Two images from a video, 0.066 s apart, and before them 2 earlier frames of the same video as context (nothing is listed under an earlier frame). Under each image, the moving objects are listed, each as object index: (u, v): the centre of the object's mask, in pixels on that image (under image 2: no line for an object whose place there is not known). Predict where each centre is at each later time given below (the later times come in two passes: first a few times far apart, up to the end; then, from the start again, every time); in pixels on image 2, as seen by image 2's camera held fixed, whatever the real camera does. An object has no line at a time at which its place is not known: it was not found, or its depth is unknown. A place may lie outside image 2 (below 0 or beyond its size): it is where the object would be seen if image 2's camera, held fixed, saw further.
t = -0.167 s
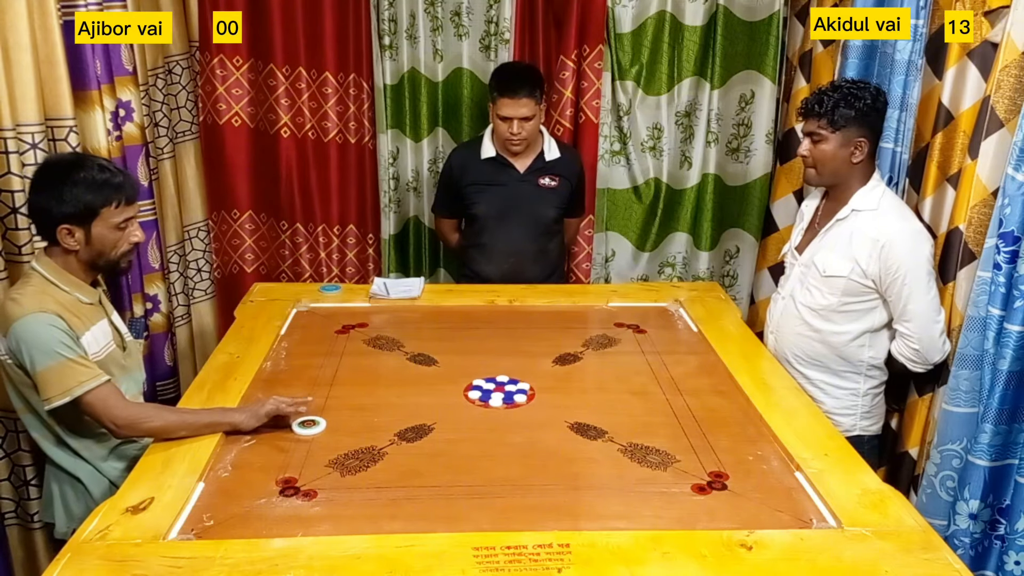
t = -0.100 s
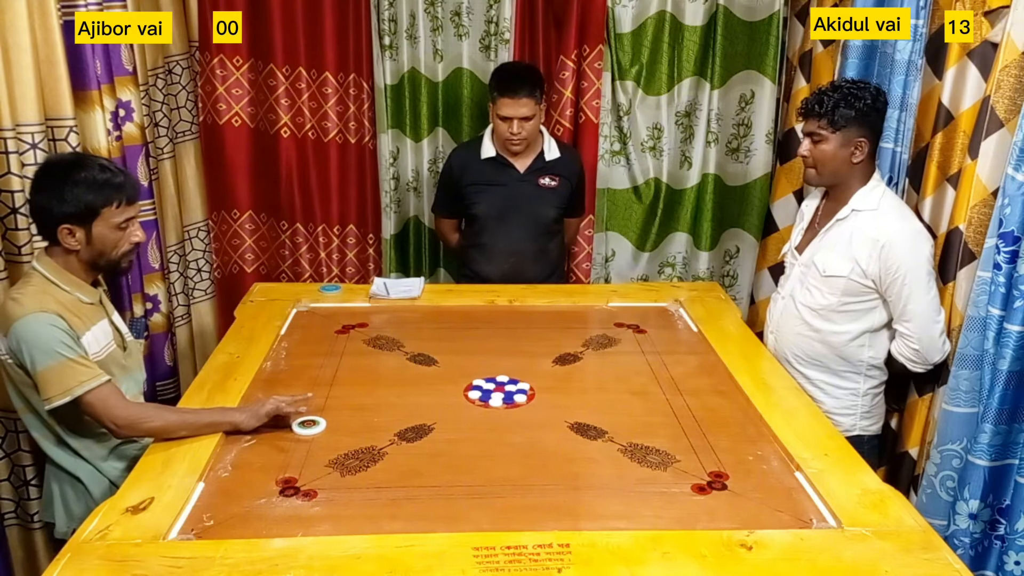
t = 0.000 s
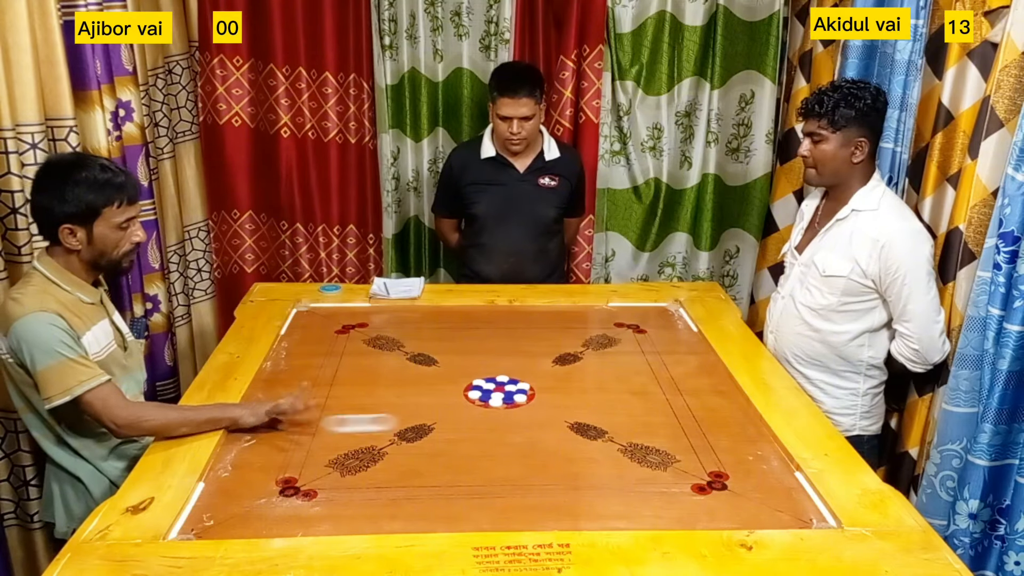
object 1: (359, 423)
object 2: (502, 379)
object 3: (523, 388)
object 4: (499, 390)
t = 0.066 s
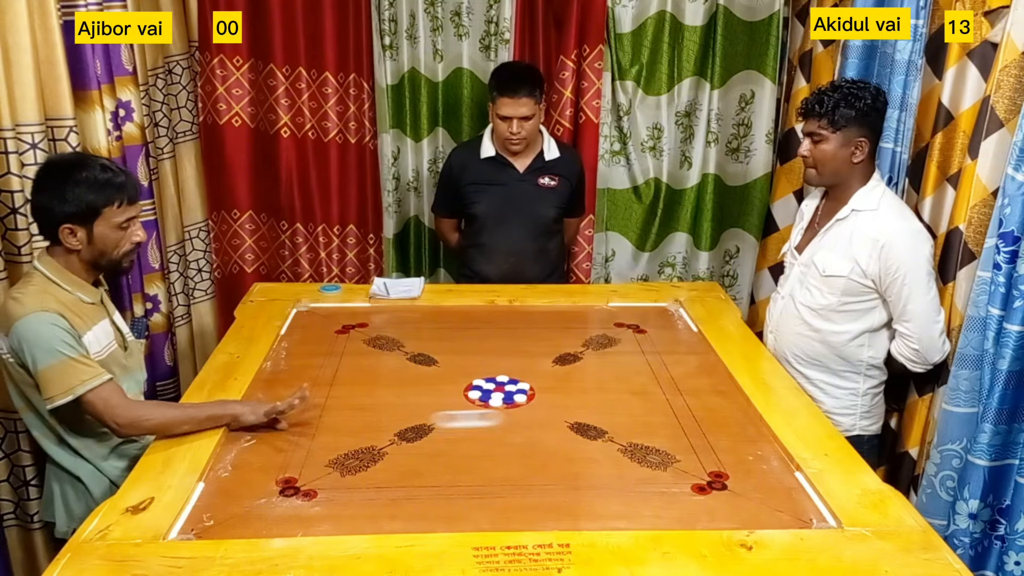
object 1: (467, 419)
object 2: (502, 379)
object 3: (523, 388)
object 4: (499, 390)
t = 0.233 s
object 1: (713, 411)
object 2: (502, 379)
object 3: (523, 388)
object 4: (499, 390)
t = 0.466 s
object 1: (533, 407)
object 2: (502, 378)
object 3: (523, 387)
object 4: (498, 391)
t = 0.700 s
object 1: (430, 450)
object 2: (505, 359)
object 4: (437, 369)
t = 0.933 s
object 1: (334, 488)
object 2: (506, 356)
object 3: (548, 342)
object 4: (412, 360)
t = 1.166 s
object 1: (255, 517)
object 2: (505, 356)
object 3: (549, 340)
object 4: (406, 359)
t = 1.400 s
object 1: (201, 531)
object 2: (505, 356)
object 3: (549, 340)
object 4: (406, 359)
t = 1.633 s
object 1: (192, 532)
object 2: (506, 356)
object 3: (549, 340)
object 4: (406, 359)
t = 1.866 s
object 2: (505, 356)
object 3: (549, 340)
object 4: (406, 359)
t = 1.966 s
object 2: (505, 356)
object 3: (549, 340)
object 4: (406, 359)
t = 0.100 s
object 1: (520, 417)
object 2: (502, 379)
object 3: (523, 388)
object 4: (499, 390)
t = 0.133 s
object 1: (569, 415)
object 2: (502, 379)
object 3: (523, 388)
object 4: (499, 390)
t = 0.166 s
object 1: (617, 414)
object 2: (502, 379)
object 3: (523, 388)
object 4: (499, 390)
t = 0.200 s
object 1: (666, 412)
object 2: (502, 379)
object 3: (523, 388)
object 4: (499, 390)
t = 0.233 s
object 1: (713, 411)
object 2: (502, 379)
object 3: (523, 388)
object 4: (499, 390)
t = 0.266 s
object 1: (721, 409)
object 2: (502, 379)
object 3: (523, 388)
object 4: (499, 390)
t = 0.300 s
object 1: (687, 409)
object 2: (502, 379)
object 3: (523, 388)
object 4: (499, 390)
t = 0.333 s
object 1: (654, 408)
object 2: (502, 379)
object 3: (523, 388)
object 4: (499, 390)
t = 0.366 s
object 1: (621, 407)
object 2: (502, 379)
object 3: (523, 388)
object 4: (499, 390)
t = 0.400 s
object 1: (589, 406)
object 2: (502, 379)
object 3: (523, 388)
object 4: (499, 390)
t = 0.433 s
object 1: (559, 406)
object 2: (502, 379)
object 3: (523, 388)
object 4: (499, 390)
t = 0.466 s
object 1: (533, 407)
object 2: (502, 378)
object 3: (523, 387)
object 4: (498, 391)
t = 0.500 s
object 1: (517, 413)
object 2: (503, 374)
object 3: (525, 383)
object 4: (490, 390)
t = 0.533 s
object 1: (503, 419)
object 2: (503, 371)
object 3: (528, 380)
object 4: (483, 388)
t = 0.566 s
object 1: (488, 425)
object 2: (504, 368)
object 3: (531, 370)
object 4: (466, 379)
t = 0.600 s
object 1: (473, 431)
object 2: (504, 365)
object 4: (458, 375)
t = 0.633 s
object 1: (458, 438)
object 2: (505, 363)
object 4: (450, 373)
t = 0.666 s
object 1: (444, 444)
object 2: (505, 361)
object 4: (444, 371)
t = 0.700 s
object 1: (430, 450)
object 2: (505, 359)
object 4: (437, 369)
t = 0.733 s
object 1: (415, 456)
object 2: (505, 358)
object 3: (541, 352)
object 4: (432, 367)
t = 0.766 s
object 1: (401, 461)
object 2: (506, 357)
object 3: (542, 350)
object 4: (428, 365)
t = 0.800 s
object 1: (387, 467)
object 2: (506, 356)
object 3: (544, 348)
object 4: (424, 364)
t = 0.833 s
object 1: (373, 473)
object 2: (506, 356)
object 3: (545, 346)
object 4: (420, 363)
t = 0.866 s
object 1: (360, 478)
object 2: (505, 356)
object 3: (546, 345)
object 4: (416, 362)
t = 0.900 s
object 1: (347, 483)
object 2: (506, 356)
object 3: (547, 343)
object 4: (414, 361)
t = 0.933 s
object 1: (334, 488)
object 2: (506, 356)
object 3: (548, 342)
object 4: (412, 360)
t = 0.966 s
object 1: (321, 493)
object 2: (505, 356)
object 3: (549, 341)
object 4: (408, 360)
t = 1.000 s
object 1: (309, 498)
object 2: (505, 356)
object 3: (549, 340)
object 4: (407, 359)
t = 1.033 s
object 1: (297, 502)
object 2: (505, 356)
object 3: (549, 340)
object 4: (406, 359)
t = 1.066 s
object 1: (286, 506)
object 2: (505, 356)
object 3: (549, 340)
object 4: (406, 359)
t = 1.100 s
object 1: (275, 510)
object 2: (505, 356)
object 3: (549, 340)
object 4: (406, 359)
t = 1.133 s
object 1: (265, 514)
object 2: (505, 356)
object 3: (549, 340)
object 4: (406, 359)
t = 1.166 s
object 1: (255, 517)
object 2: (505, 356)
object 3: (549, 340)
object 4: (406, 359)
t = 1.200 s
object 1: (246, 520)
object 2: (505, 356)
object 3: (549, 340)
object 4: (406, 359)
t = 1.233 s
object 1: (237, 523)
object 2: (505, 356)
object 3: (549, 340)
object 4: (406, 359)
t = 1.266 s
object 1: (229, 526)
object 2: (505, 356)
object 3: (549, 340)
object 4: (406, 359)
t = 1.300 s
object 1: (221, 527)
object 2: (505, 356)
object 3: (549, 340)
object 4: (406, 359)
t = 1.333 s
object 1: (213, 529)
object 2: (505, 356)
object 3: (549, 340)
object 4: (406, 359)
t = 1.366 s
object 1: (207, 530)
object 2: (505, 356)
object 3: (549, 340)
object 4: (406, 359)
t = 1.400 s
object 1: (201, 531)
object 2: (505, 356)
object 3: (549, 340)
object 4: (406, 359)
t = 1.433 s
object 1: (197, 532)
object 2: (505, 356)
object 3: (549, 340)
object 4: (406, 359)
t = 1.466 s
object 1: (192, 532)
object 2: (505, 356)
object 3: (549, 340)
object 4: (406, 359)
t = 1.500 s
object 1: (192, 532)
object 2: (505, 356)
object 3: (549, 340)
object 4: (406, 359)
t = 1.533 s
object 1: (192, 532)
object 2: (505, 356)
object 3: (549, 340)
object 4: (406, 359)
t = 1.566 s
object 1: (192, 532)
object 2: (505, 356)
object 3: (549, 340)
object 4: (406, 359)
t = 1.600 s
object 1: (192, 532)
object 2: (505, 356)
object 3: (549, 340)
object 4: (406, 359)
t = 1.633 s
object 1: (192, 532)
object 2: (506, 356)
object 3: (549, 340)
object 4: (406, 359)
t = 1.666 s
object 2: (506, 356)
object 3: (549, 340)
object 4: (406, 359)
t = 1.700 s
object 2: (505, 356)
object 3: (549, 340)
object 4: (406, 359)
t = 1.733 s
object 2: (505, 356)
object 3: (549, 340)
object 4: (406, 359)
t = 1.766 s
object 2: (505, 356)
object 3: (549, 340)
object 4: (406, 359)
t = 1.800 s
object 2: (505, 356)
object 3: (549, 340)
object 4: (406, 359)
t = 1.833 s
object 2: (505, 356)
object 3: (549, 340)
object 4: (406, 359)
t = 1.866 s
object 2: (505, 356)
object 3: (549, 340)
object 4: (406, 359)
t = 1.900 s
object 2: (505, 356)
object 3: (549, 340)
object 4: (406, 359)
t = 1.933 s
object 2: (505, 356)
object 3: (549, 340)
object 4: (406, 359)
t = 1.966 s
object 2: (505, 356)
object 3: (549, 340)
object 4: (406, 359)
